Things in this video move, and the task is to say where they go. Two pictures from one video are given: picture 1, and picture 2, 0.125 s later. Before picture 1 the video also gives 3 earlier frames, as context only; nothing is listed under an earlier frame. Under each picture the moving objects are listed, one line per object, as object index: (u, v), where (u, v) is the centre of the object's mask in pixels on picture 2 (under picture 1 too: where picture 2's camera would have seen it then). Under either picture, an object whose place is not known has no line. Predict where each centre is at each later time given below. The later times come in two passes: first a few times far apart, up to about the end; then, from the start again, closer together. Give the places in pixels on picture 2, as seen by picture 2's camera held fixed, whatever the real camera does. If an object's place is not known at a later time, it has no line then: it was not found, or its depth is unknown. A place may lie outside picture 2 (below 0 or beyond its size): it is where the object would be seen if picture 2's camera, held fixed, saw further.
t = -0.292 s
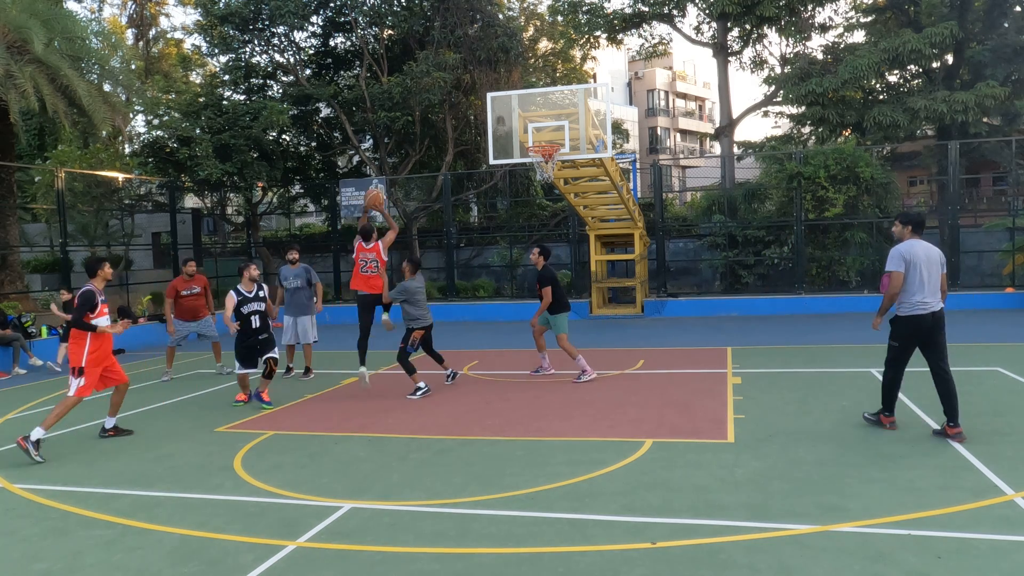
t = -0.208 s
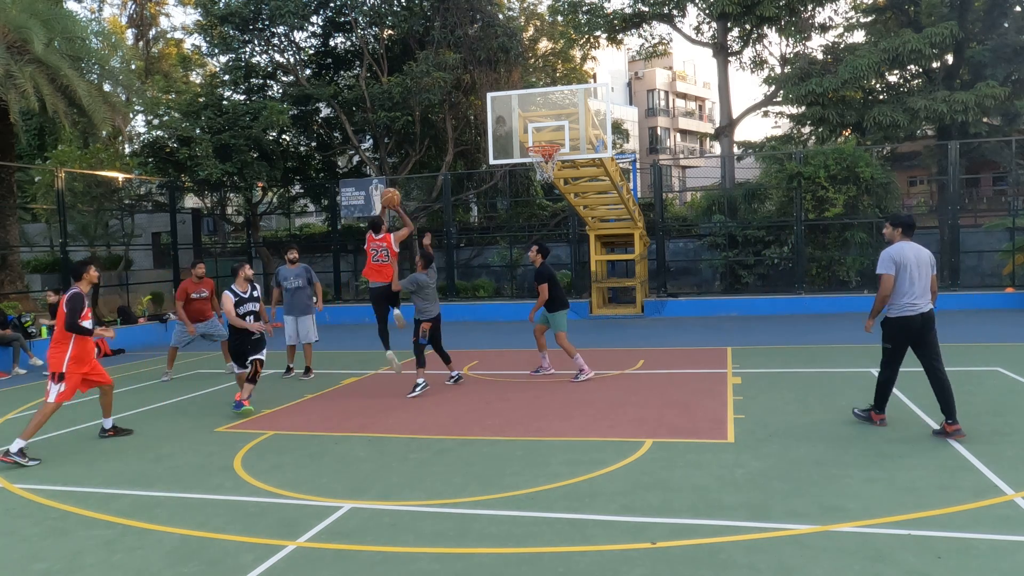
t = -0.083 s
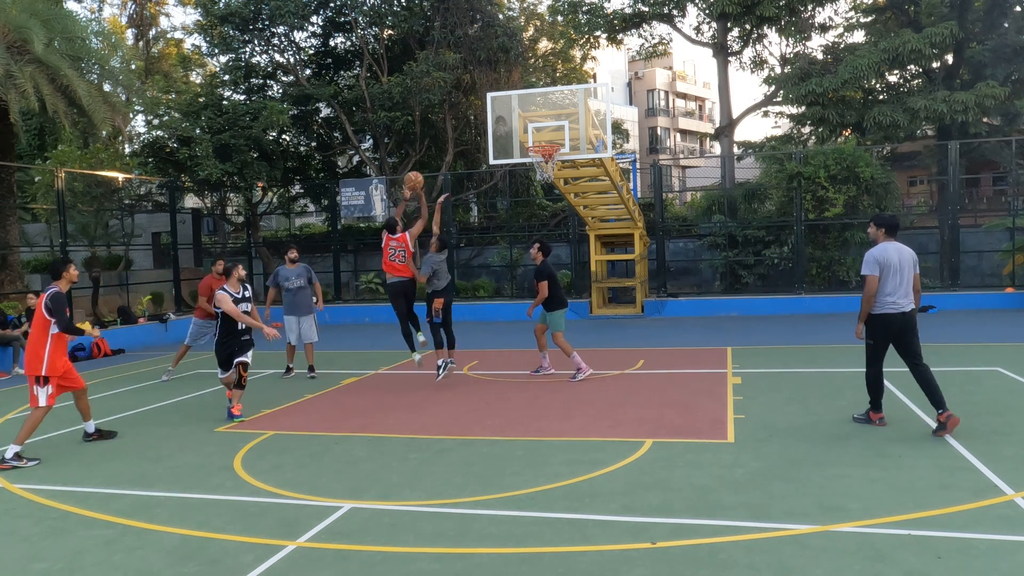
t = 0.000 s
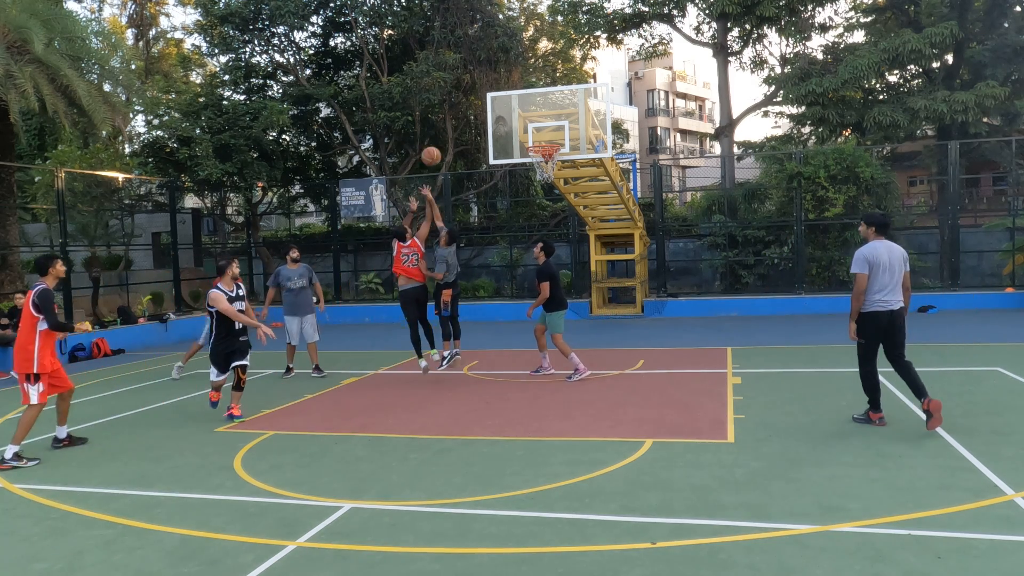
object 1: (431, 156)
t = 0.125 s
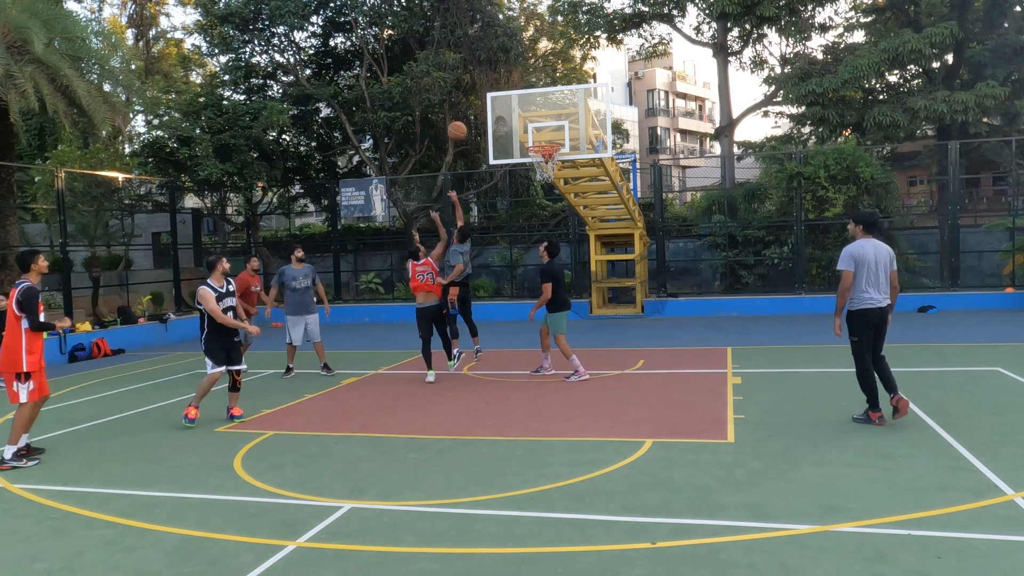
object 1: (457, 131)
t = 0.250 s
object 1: (482, 117)
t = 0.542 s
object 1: (538, 133)
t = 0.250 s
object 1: (482, 117)
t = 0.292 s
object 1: (490, 117)
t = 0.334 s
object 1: (498, 117)
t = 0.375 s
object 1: (506, 117)
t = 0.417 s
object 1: (514, 119)
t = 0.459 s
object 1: (522, 122)
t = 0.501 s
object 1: (530, 127)
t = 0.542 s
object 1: (538, 133)
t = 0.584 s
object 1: (545, 138)
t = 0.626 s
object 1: (549, 142)
